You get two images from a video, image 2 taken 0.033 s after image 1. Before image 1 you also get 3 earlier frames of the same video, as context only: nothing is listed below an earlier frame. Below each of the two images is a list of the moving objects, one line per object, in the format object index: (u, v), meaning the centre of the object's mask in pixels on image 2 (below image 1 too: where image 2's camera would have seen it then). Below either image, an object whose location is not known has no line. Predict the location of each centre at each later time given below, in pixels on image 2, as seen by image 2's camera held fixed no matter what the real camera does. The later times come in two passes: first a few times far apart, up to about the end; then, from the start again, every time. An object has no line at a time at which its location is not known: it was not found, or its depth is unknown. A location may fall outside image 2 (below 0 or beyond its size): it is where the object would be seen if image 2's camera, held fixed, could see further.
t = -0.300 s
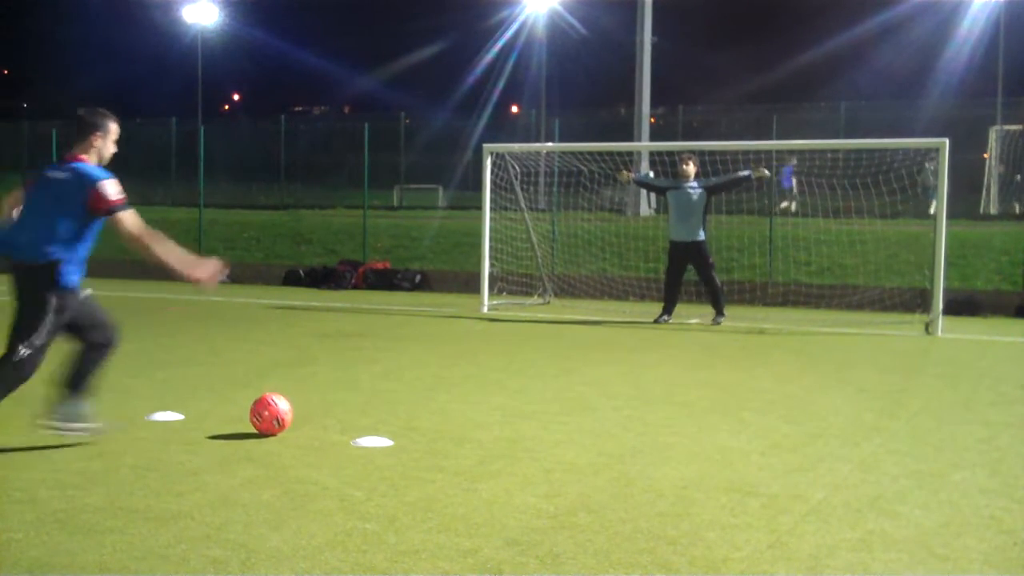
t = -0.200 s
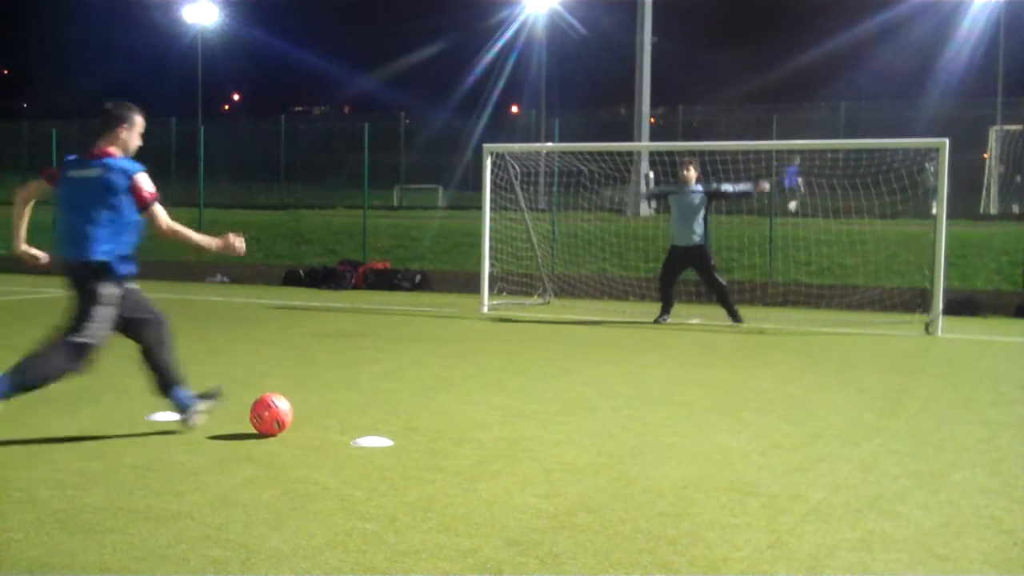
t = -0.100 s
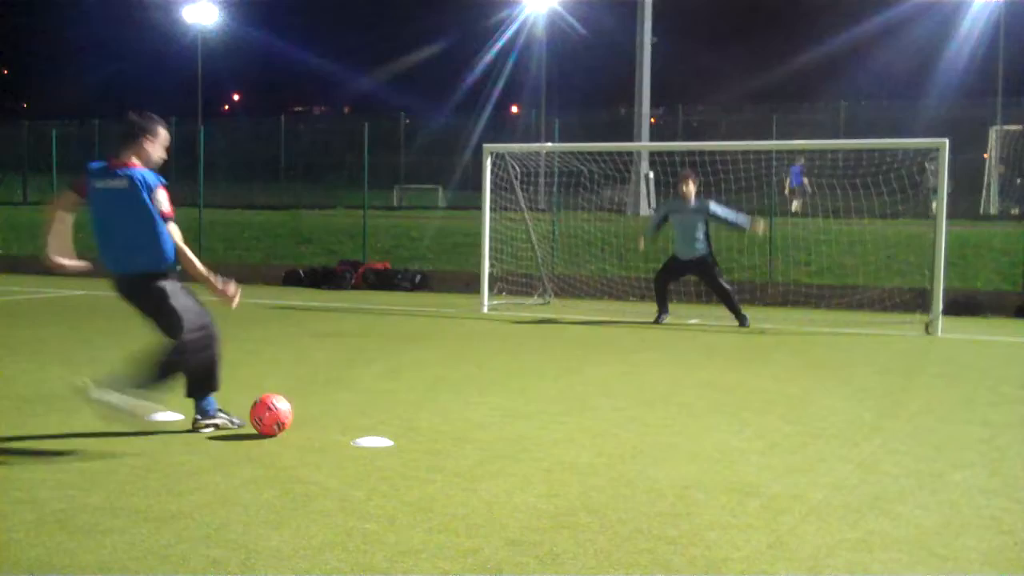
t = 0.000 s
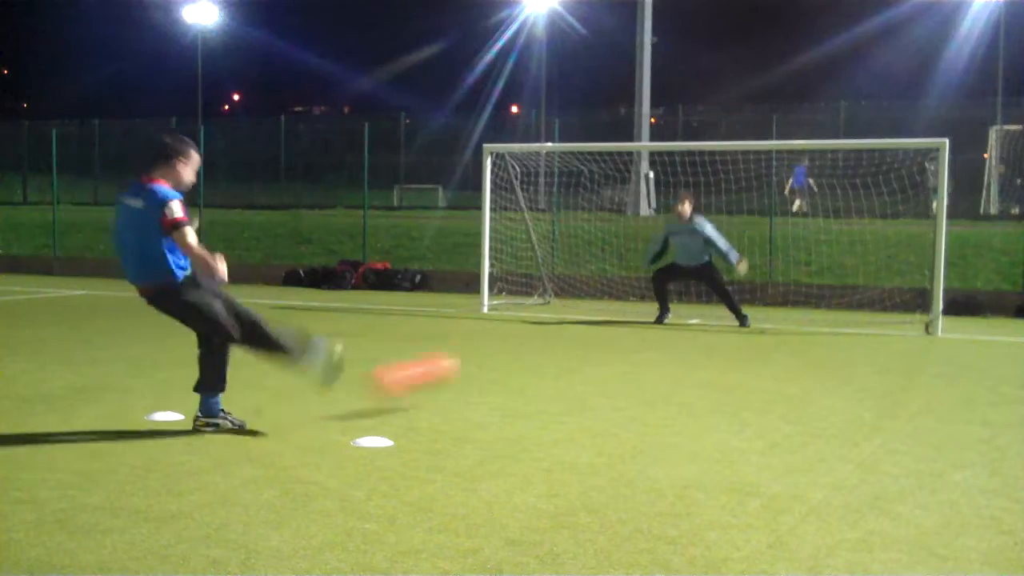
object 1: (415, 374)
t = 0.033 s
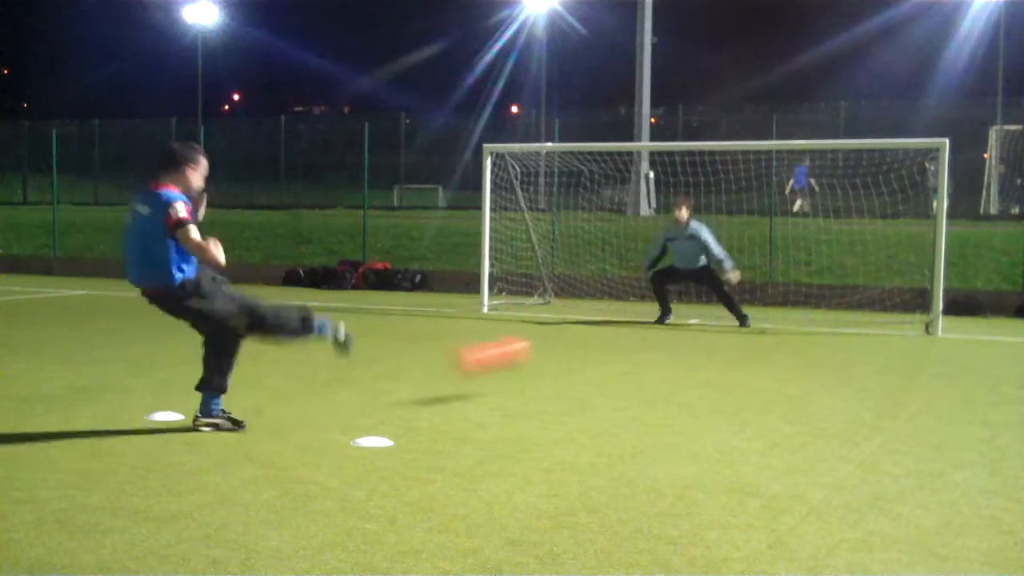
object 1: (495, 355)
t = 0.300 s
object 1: (829, 322)
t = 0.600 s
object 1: (993, 312)
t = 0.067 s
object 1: (559, 341)
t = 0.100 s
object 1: (615, 331)
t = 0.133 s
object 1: (665, 324)
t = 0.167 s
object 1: (708, 319)
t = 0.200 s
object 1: (742, 317)
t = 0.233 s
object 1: (776, 317)
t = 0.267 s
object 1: (804, 319)
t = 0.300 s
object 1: (829, 322)
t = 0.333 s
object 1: (852, 317)
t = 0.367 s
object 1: (872, 306)
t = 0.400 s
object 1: (888, 299)
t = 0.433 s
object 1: (903, 296)
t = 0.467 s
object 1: (920, 296)
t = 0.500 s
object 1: (950, 301)
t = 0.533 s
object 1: (961, 305)
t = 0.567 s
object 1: (976, 311)
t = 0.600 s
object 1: (993, 312)
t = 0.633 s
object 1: (1008, 309)
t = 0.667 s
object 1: (1016, 308)
